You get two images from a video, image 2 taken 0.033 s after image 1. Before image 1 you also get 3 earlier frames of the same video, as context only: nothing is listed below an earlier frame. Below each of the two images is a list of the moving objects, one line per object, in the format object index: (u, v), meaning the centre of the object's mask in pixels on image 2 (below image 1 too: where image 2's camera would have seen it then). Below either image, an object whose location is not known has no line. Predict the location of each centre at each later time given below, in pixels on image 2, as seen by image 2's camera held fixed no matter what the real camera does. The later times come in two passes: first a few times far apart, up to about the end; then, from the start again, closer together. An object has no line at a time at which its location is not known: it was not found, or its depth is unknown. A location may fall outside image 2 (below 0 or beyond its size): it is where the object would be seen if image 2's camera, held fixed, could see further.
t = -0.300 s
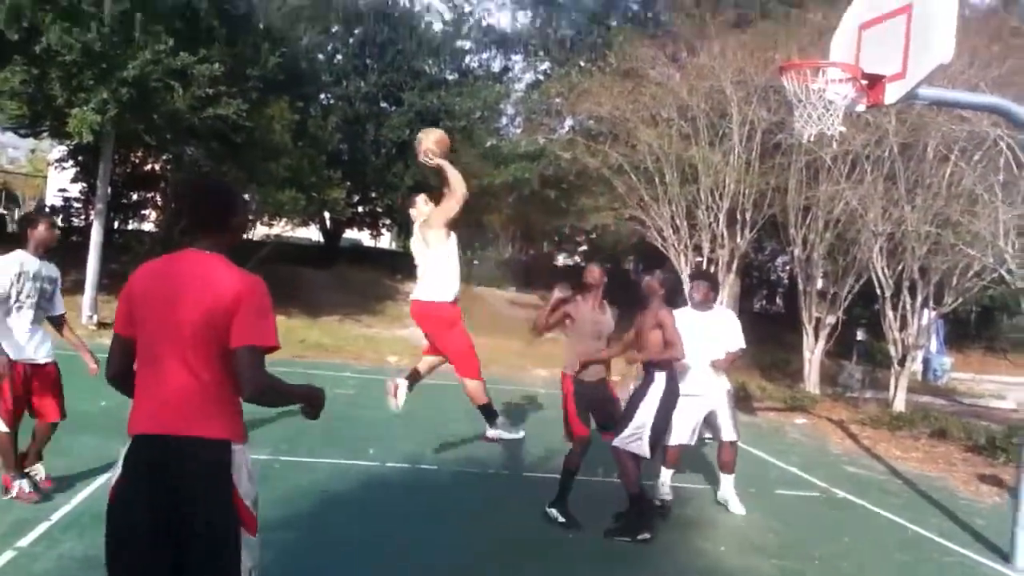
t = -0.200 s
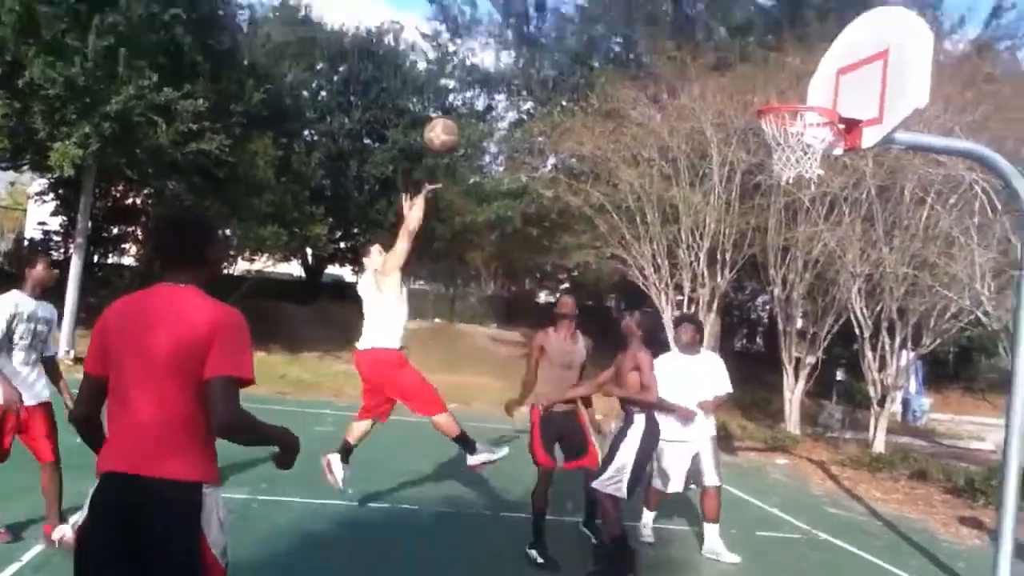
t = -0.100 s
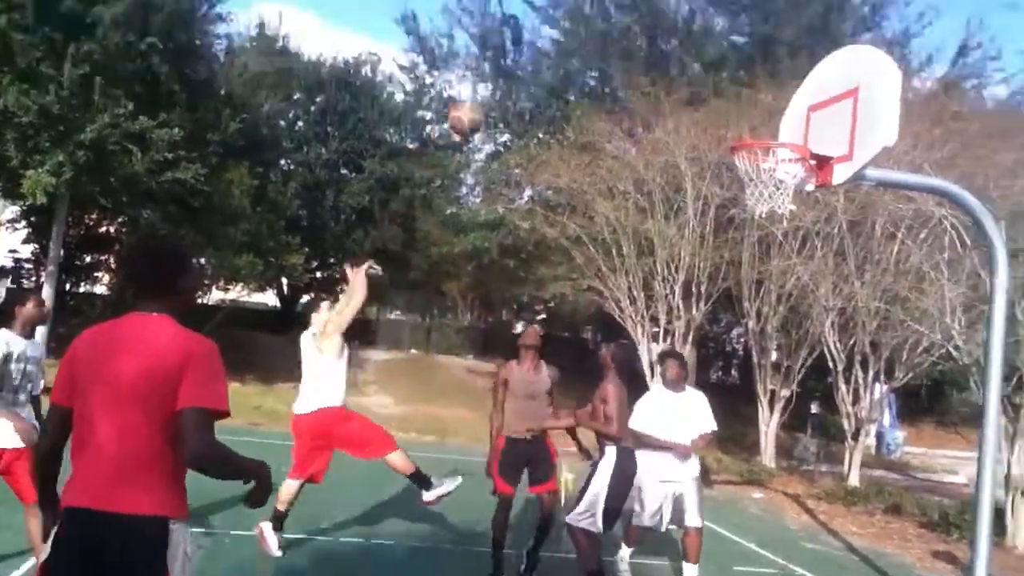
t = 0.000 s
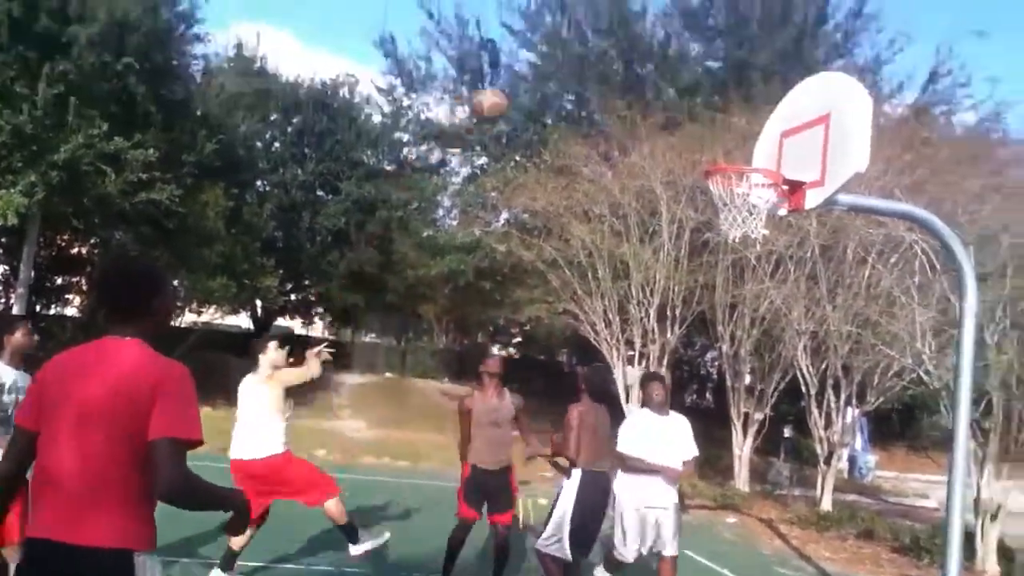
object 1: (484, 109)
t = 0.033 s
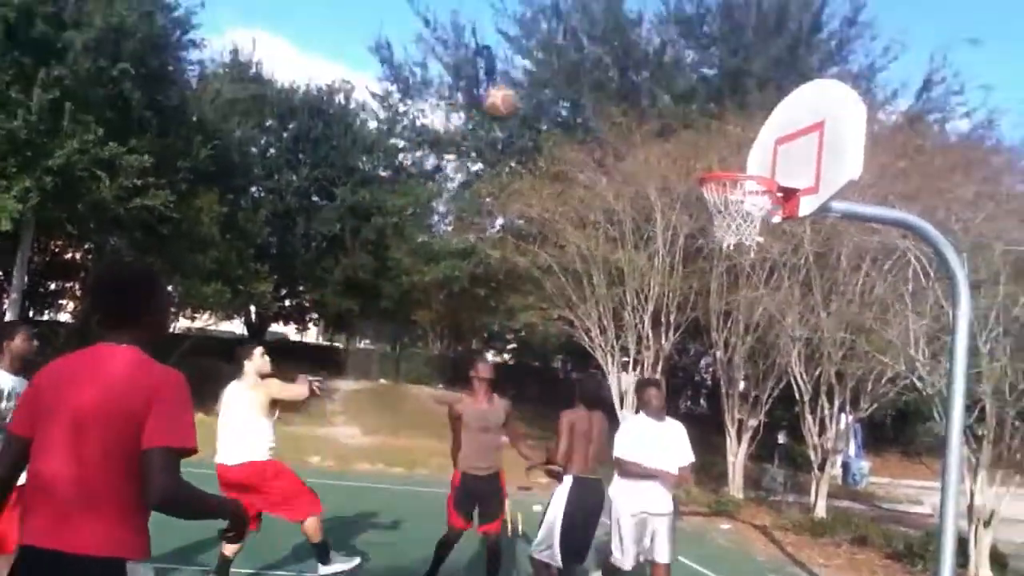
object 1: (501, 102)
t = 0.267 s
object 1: (601, 83)
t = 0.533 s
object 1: (709, 154)
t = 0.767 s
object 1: (769, 232)
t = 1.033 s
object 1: (724, 294)
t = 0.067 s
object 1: (513, 94)
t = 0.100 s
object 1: (527, 88)
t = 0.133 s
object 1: (543, 83)
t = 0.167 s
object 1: (558, 81)
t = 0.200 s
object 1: (573, 80)
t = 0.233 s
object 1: (586, 81)
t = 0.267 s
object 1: (601, 83)
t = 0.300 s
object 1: (615, 87)
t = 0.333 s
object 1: (628, 92)
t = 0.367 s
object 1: (642, 97)
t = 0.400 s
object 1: (656, 105)
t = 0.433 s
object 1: (669, 115)
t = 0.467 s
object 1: (682, 128)
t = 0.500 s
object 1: (694, 141)
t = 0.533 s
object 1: (709, 154)
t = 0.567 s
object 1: (723, 163)
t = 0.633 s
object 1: (758, 198)
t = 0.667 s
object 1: (767, 216)
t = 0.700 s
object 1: (772, 233)
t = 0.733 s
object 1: (772, 235)
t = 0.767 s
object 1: (769, 232)
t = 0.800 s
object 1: (762, 236)
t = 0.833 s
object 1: (759, 239)
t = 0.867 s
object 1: (754, 243)
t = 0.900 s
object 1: (748, 248)
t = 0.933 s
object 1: (742, 256)
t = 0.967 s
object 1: (737, 267)
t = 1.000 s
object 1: (733, 276)
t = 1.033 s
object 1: (724, 294)
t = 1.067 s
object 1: (720, 308)
